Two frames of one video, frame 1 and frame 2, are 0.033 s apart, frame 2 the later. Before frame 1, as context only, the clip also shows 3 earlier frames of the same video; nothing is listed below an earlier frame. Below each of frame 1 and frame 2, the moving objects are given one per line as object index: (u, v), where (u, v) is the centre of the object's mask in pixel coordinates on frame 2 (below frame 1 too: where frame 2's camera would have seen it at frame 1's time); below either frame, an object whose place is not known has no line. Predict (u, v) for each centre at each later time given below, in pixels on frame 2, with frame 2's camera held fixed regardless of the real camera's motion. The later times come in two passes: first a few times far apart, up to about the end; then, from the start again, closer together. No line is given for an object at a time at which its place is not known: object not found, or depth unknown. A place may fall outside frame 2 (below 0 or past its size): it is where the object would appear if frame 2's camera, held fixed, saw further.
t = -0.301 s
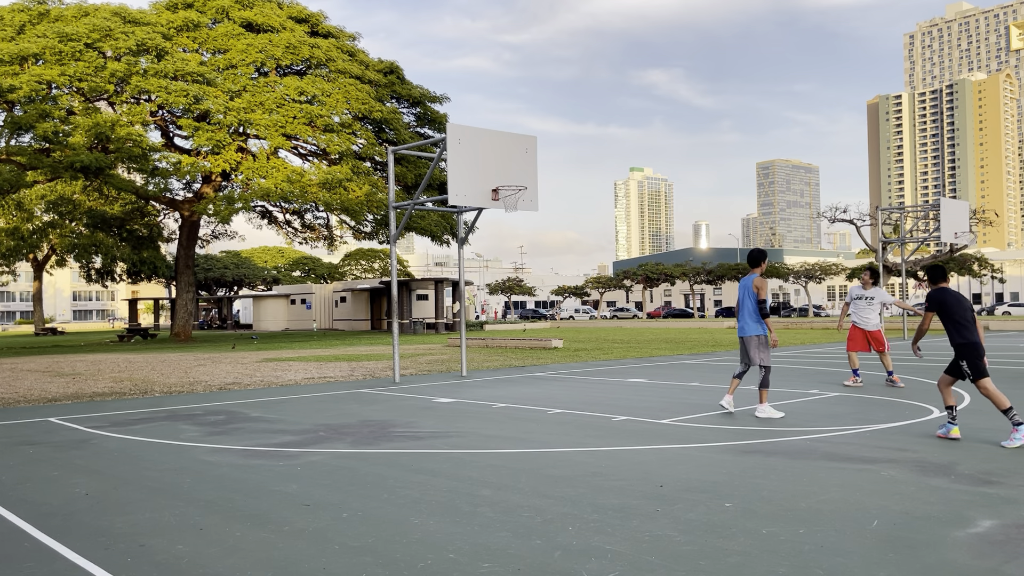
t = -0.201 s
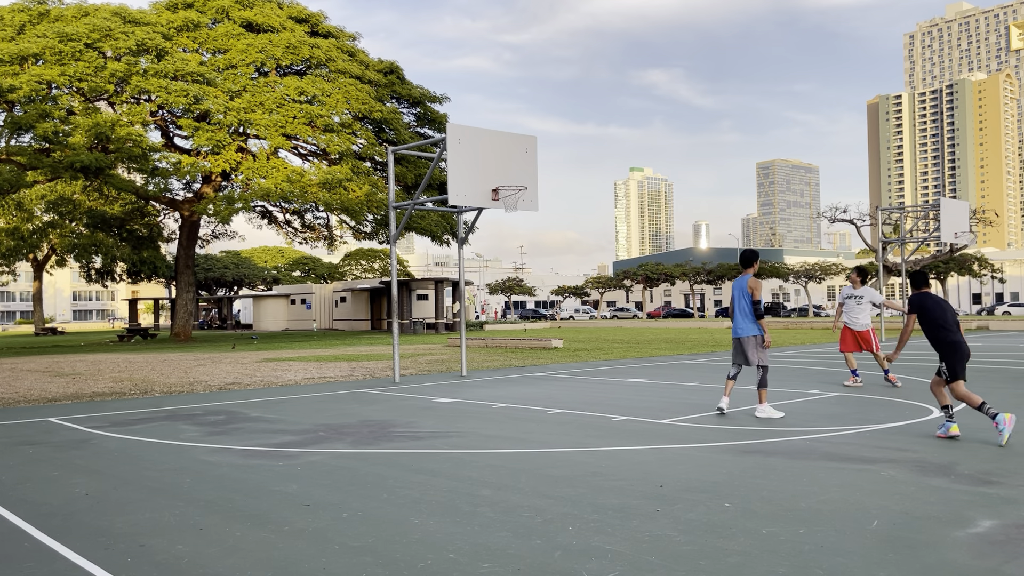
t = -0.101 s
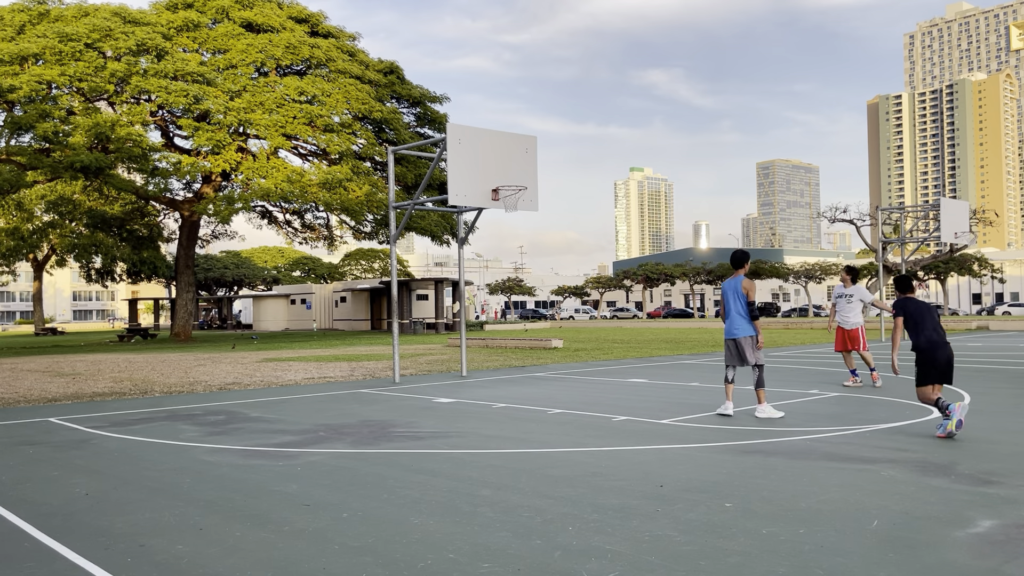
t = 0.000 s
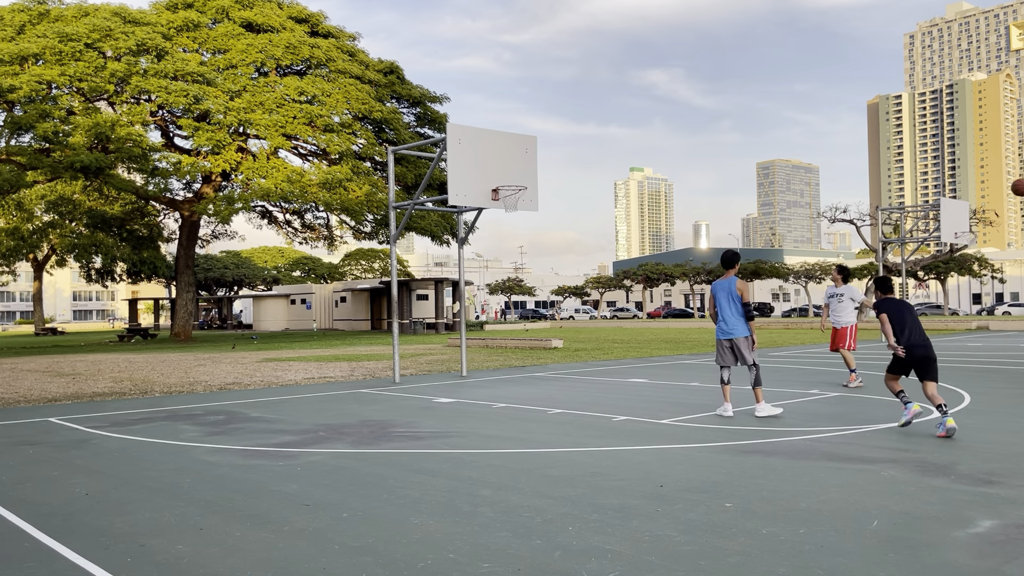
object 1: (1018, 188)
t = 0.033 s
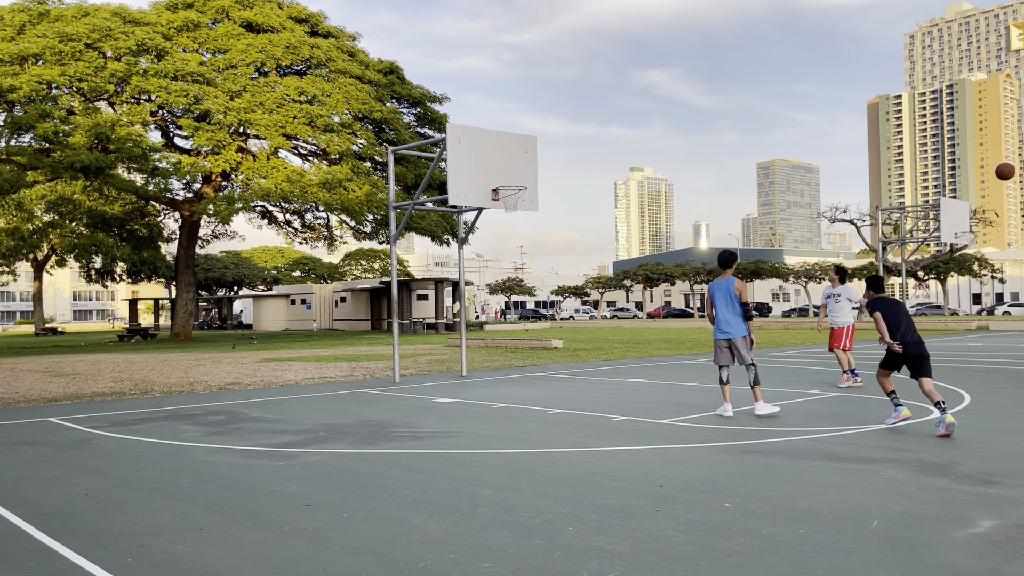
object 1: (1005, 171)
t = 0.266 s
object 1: (898, 87)
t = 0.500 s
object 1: (801, 46)
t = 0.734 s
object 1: (712, 43)
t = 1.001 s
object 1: (617, 85)
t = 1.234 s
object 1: (541, 158)
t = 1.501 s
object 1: (540, 158)
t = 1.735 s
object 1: (564, 163)
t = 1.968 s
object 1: (594, 213)
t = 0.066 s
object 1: (989, 156)
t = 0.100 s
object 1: (974, 142)
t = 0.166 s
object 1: (943, 117)
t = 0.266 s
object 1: (898, 87)
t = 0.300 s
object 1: (884, 78)
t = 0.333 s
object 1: (870, 71)
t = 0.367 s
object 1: (856, 64)
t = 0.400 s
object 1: (842, 58)
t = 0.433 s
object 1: (828, 53)
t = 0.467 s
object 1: (815, 49)
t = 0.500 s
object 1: (801, 46)
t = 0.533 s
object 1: (788, 43)
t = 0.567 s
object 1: (775, 41)
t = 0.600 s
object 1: (762, 40)
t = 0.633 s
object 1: (749, 40)
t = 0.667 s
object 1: (737, 40)
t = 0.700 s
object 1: (724, 41)
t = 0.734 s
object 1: (712, 43)
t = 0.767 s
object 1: (699, 46)
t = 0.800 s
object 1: (687, 50)
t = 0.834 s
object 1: (675, 54)
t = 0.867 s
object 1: (664, 59)
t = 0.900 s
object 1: (652, 64)
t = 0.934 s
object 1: (640, 70)
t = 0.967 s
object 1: (629, 77)
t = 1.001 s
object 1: (617, 85)
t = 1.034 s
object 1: (606, 94)
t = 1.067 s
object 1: (595, 103)
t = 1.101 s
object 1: (584, 113)
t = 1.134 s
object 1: (573, 123)
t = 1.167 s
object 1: (562, 134)
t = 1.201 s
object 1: (552, 145)
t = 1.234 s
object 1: (541, 158)
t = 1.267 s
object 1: (531, 170)
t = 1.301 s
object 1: (522, 182)
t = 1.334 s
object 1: (525, 176)
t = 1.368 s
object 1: (528, 171)
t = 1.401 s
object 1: (530, 167)
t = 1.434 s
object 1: (533, 163)
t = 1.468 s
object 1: (536, 160)
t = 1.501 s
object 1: (540, 158)
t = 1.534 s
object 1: (543, 156)
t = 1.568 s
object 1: (546, 155)
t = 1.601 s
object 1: (549, 155)
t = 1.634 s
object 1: (553, 155)
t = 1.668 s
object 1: (557, 157)
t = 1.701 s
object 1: (560, 159)
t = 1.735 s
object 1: (564, 163)
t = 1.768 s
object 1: (568, 167)
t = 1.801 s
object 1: (572, 172)
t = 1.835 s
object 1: (576, 178)
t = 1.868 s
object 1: (580, 185)
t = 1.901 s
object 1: (585, 193)
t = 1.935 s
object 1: (589, 203)
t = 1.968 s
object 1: (594, 213)
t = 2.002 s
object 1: (598, 225)
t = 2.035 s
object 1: (603, 238)
